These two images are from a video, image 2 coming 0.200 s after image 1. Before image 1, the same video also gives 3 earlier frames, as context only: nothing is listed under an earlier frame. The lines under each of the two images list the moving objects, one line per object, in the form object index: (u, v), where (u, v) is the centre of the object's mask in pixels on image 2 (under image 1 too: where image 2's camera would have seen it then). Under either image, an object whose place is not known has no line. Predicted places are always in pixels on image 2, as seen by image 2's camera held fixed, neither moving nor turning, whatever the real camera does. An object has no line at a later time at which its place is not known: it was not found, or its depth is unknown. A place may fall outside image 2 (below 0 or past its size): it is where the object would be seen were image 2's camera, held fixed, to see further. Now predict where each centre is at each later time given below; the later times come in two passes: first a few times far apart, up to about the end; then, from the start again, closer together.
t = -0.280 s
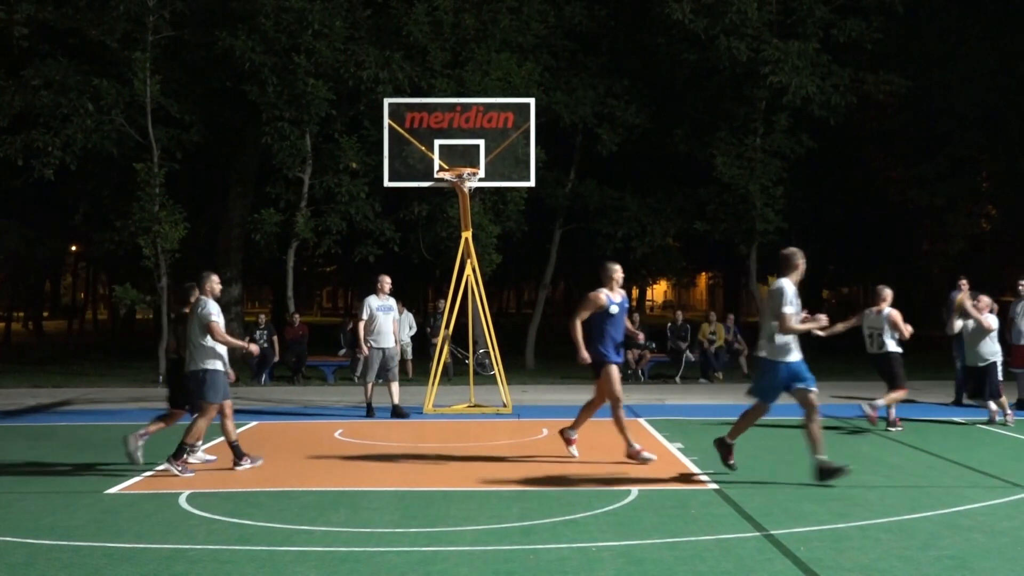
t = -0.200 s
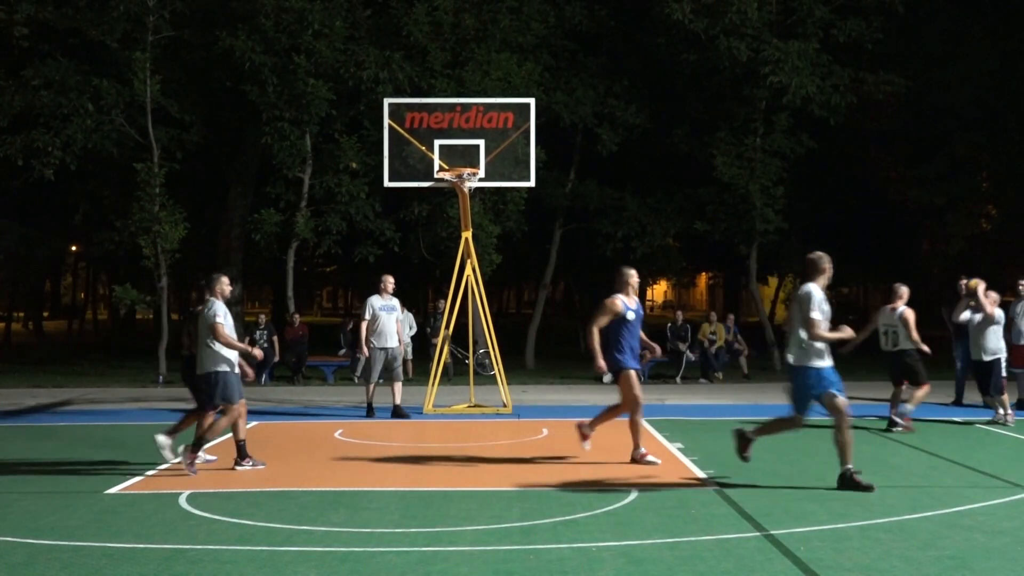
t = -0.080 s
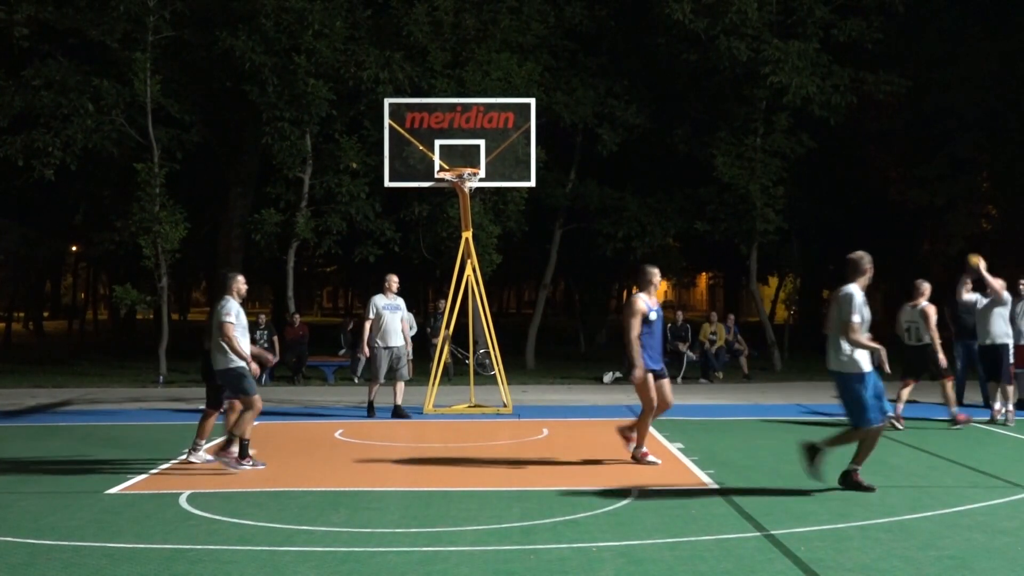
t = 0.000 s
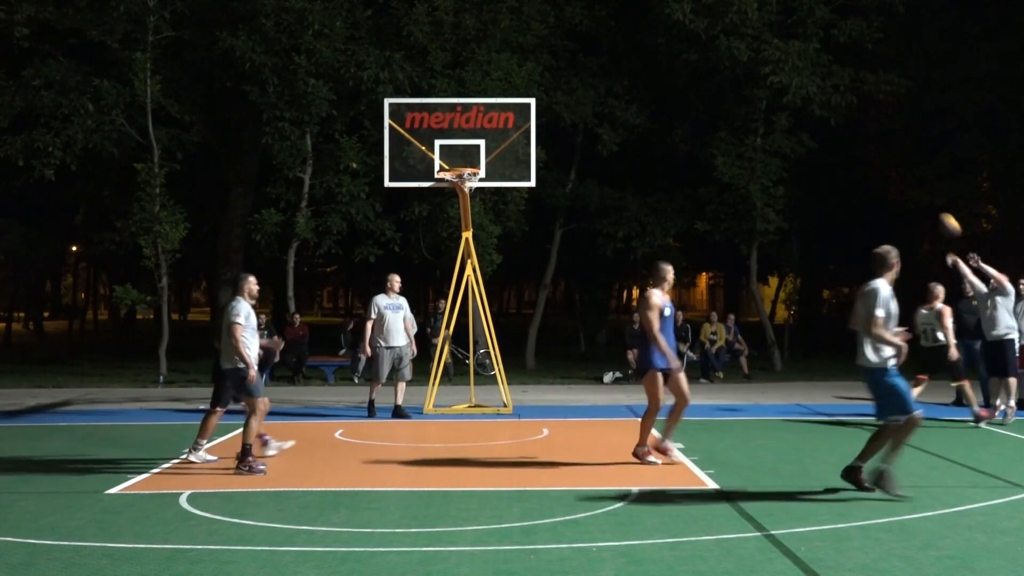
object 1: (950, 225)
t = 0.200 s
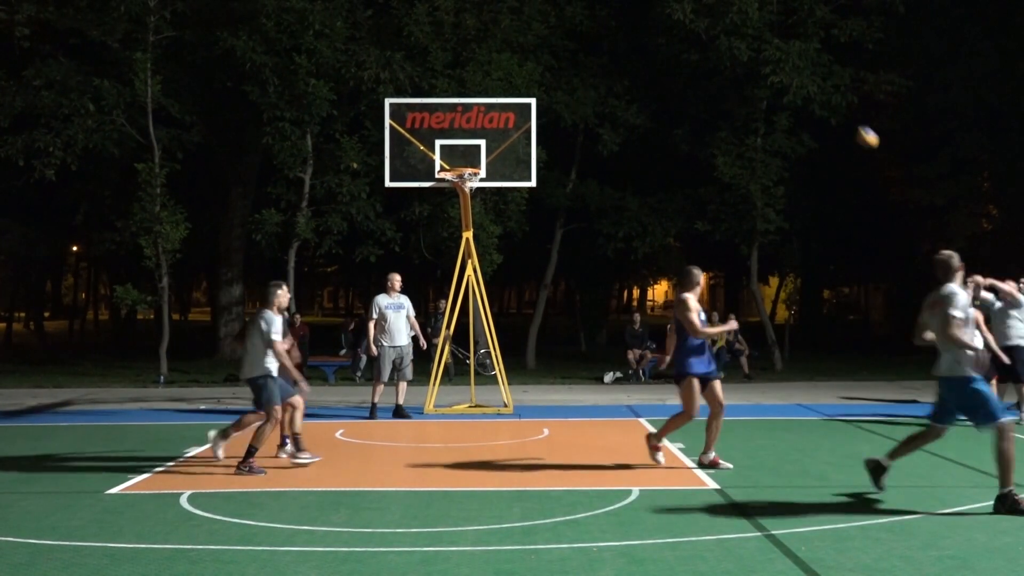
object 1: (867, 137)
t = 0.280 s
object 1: (836, 110)
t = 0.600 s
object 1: (705, 52)
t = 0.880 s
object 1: (590, 66)
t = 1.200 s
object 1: (459, 158)
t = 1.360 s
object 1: (456, 139)
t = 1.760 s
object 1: (468, 159)
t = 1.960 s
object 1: (474, 237)
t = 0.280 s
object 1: (836, 110)
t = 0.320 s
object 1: (819, 99)
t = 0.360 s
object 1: (803, 89)
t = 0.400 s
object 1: (786, 79)
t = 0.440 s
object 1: (770, 72)
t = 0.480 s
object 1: (753, 65)
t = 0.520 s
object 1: (737, 59)
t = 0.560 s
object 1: (722, 54)
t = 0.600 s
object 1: (705, 52)
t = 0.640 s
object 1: (689, 50)
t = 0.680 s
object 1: (672, 50)
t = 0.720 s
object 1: (656, 50)
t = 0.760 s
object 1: (639, 53)
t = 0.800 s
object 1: (623, 56)
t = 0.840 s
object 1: (607, 60)
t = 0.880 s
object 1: (590, 66)
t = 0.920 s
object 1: (574, 73)
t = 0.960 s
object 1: (557, 82)
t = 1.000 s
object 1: (541, 91)
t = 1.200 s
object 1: (459, 158)
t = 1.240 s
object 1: (452, 159)
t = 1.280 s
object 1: (455, 152)
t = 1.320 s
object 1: (456, 144)
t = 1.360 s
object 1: (456, 139)
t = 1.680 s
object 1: (464, 144)
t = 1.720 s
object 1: (467, 151)
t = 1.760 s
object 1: (468, 159)
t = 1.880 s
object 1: (472, 201)
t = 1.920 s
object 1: (473, 218)
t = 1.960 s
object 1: (474, 237)
